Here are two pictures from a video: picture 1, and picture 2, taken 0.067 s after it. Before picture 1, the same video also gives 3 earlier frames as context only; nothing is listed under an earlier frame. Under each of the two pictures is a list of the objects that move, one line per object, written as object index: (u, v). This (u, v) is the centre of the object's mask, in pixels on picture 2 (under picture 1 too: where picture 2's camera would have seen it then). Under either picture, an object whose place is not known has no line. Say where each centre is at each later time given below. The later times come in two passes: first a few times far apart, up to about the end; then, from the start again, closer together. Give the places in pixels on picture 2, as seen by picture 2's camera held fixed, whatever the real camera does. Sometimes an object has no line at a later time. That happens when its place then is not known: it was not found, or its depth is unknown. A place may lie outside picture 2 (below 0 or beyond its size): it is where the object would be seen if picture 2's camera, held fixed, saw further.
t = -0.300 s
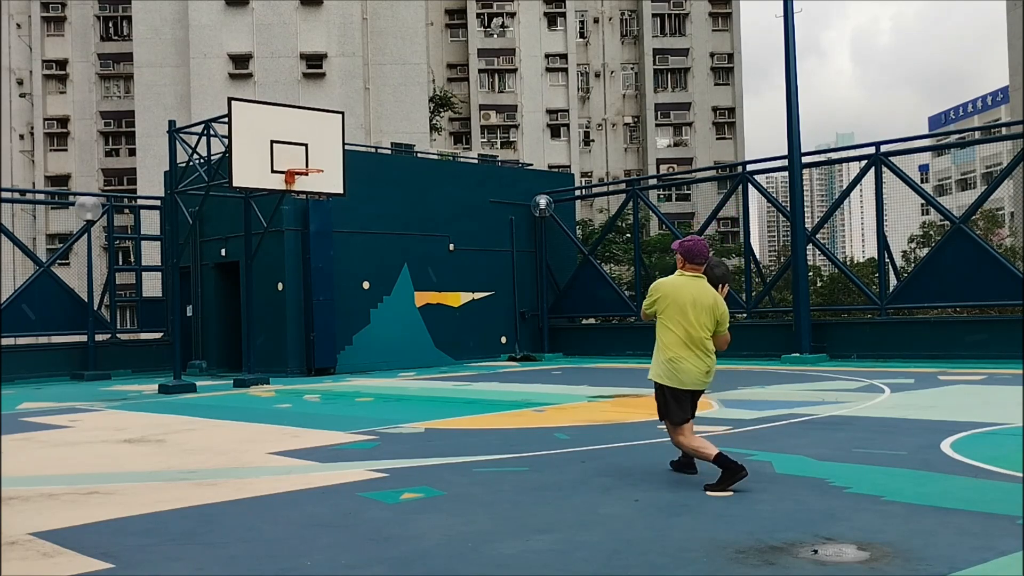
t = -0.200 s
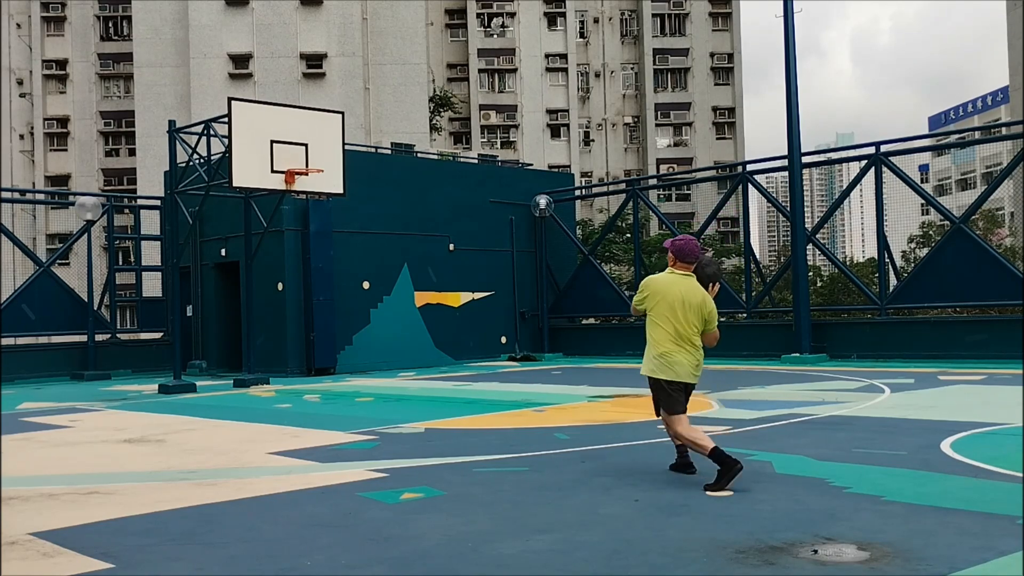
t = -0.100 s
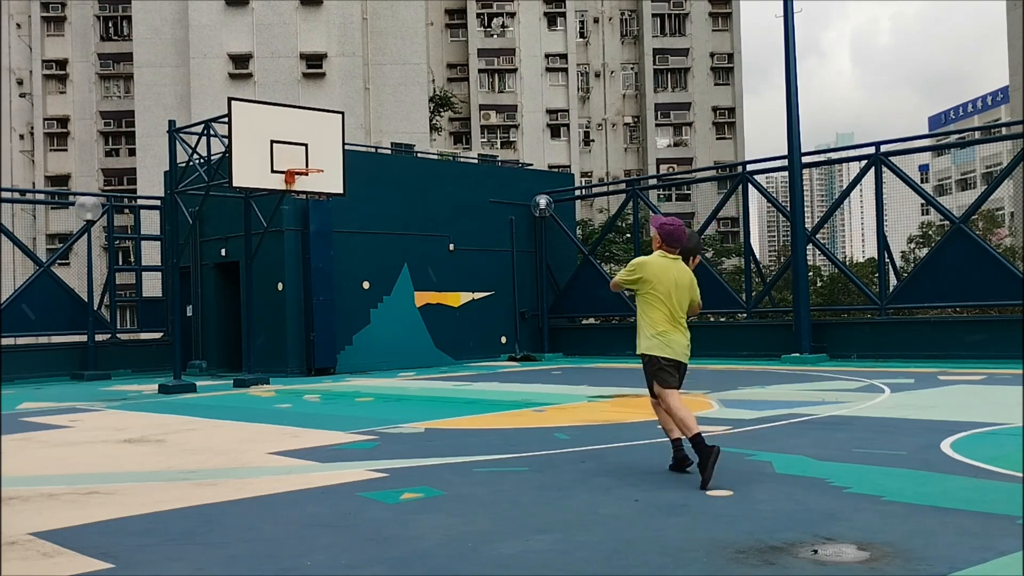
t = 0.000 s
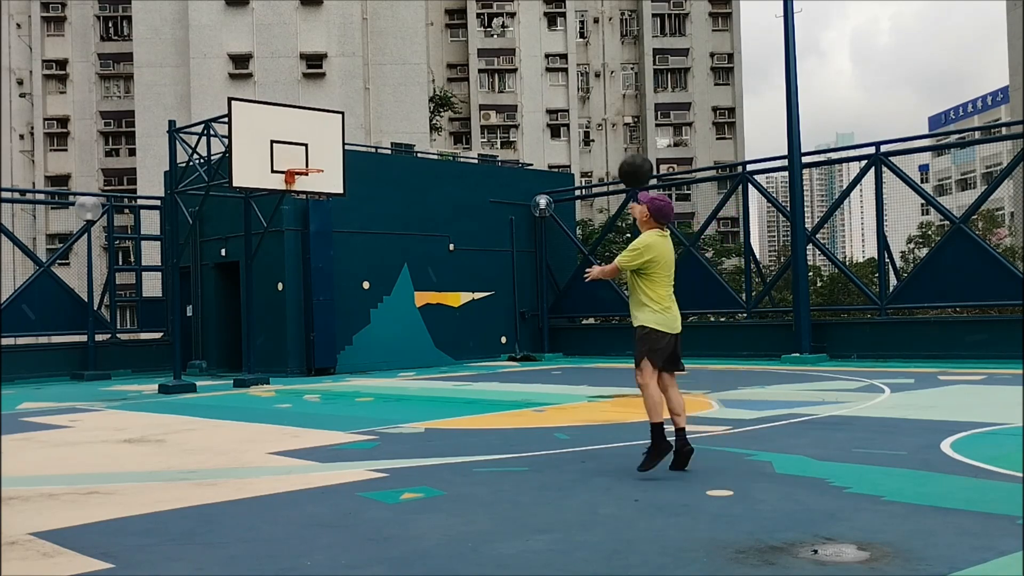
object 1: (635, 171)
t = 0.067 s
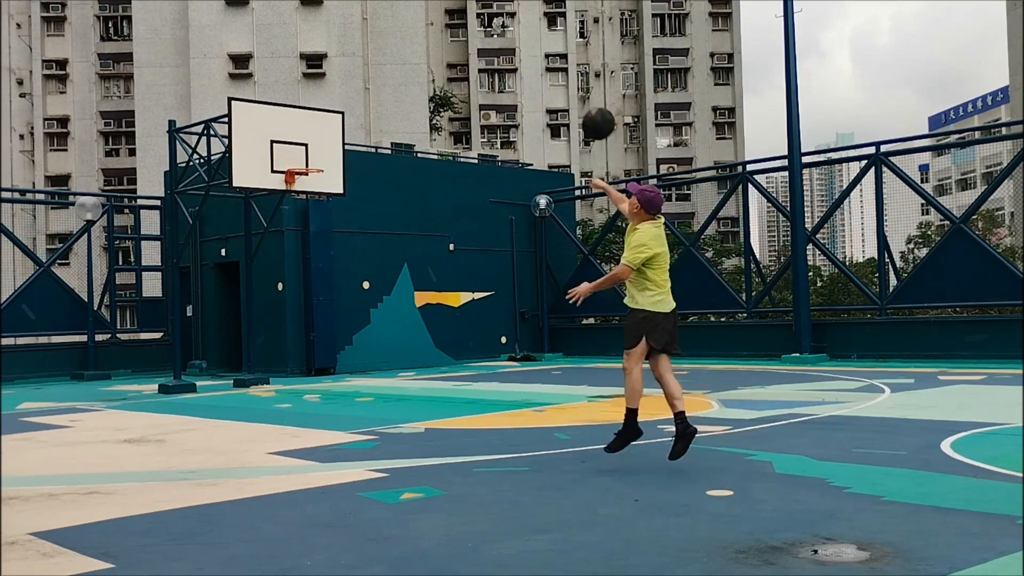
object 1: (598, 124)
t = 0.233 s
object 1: (521, 47)
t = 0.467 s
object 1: (442, 11)
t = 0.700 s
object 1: (385, 29)
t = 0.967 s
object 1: (336, 99)
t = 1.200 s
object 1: (315, 155)
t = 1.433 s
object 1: (345, 124)
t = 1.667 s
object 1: (383, 136)
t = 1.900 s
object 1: (431, 207)
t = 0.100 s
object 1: (581, 104)
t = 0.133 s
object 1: (565, 87)
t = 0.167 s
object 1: (550, 72)
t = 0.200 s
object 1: (535, 59)
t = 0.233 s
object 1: (521, 47)
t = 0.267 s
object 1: (508, 38)
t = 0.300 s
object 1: (496, 30)
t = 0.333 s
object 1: (484, 23)
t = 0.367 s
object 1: (473, 18)
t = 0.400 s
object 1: (462, 14)
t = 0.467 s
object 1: (442, 11)
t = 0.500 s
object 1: (433, 11)
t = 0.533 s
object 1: (424, 11)
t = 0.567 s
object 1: (416, 13)
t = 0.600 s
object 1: (407, 16)
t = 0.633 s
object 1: (399, 19)
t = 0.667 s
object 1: (392, 24)
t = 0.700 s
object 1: (385, 29)
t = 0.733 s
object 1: (378, 35)
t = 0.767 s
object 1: (371, 42)
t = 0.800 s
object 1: (365, 50)
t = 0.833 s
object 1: (359, 59)
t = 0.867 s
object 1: (352, 68)
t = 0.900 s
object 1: (347, 78)
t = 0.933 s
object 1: (341, 88)
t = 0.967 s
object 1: (336, 99)
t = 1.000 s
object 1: (330, 110)
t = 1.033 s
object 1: (325, 122)
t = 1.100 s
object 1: (315, 147)
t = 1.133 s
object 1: (311, 161)
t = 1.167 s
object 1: (312, 163)
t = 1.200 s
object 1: (315, 155)
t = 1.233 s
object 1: (319, 149)
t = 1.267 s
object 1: (323, 143)
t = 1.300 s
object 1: (327, 137)
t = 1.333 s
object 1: (331, 133)
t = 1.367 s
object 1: (336, 129)
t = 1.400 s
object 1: (341, 126)
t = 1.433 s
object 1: (345, 124)
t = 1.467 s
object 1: (350, 123)
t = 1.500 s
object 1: (355, 123)
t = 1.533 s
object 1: (360, 123)
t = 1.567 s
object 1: (366, 125)
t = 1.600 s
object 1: (371, 127)
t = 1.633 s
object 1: (377, 131)
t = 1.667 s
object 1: (383, 136)
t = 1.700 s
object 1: (390, 142)
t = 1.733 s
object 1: (396, 150)
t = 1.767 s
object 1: (402, 158)
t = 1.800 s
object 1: (409, 168)
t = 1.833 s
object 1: (416, 180)
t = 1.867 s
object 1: (423, 193)
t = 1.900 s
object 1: (431, 207)
